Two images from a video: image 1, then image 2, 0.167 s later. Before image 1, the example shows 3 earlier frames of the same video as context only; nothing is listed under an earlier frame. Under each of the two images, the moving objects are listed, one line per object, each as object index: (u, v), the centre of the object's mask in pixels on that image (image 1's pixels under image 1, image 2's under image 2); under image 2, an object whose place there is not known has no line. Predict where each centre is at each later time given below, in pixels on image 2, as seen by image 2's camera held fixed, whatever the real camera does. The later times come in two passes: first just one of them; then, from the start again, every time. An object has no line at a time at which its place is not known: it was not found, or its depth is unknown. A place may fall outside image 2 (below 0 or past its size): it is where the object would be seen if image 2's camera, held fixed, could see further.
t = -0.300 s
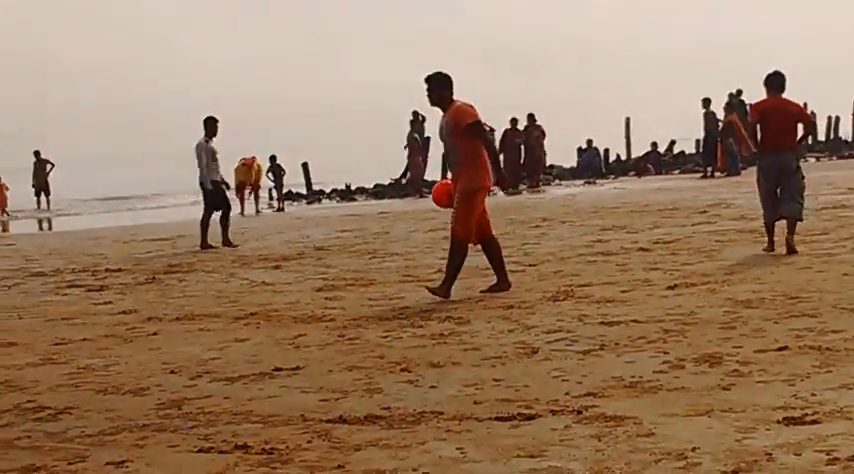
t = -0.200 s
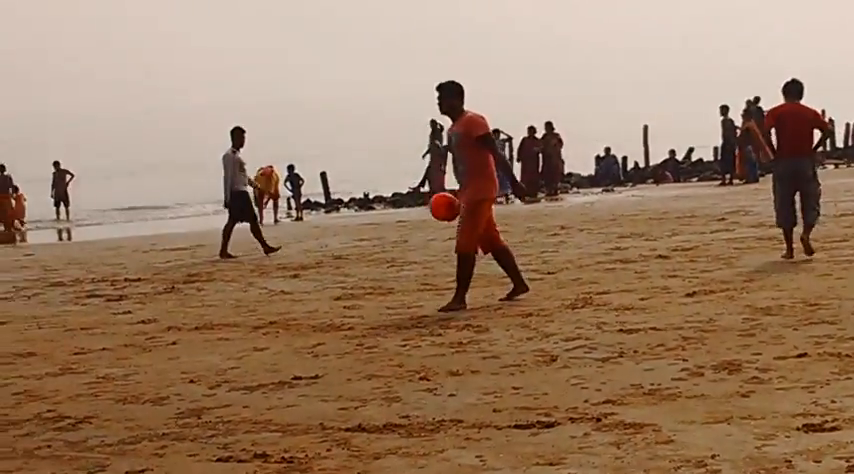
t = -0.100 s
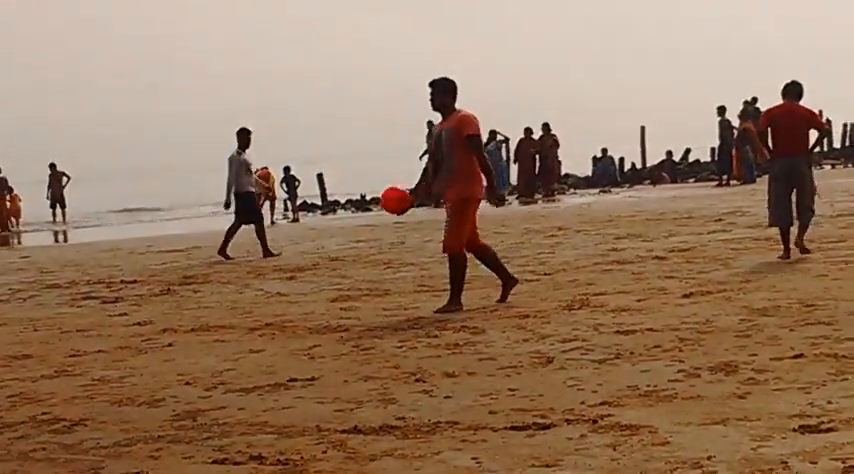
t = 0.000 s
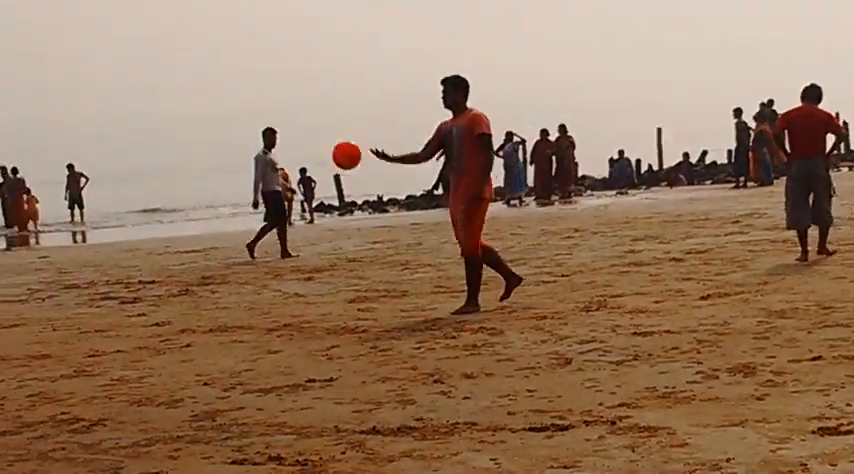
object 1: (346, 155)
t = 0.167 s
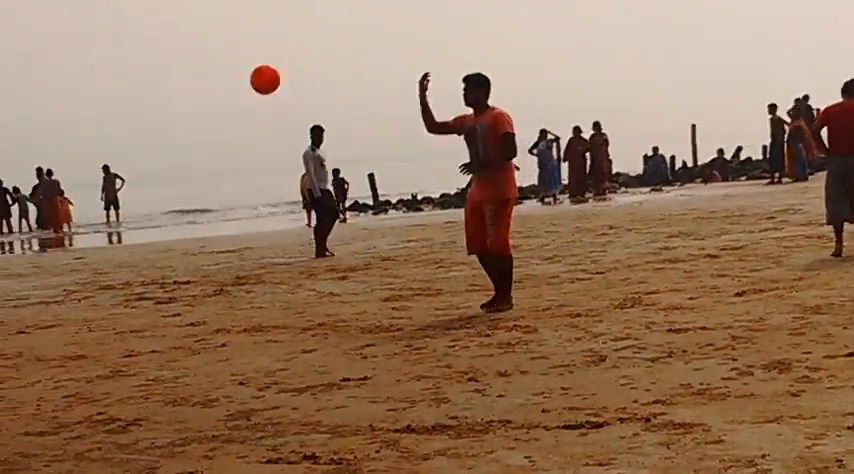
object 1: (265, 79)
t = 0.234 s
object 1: (218, 59)
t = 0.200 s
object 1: (242, 70)
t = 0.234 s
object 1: (218, 59)
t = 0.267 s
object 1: (193, 57)
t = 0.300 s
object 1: (168, 52)
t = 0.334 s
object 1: (144, 45)
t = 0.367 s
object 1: (121, 42)
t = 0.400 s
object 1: (99, 41)
